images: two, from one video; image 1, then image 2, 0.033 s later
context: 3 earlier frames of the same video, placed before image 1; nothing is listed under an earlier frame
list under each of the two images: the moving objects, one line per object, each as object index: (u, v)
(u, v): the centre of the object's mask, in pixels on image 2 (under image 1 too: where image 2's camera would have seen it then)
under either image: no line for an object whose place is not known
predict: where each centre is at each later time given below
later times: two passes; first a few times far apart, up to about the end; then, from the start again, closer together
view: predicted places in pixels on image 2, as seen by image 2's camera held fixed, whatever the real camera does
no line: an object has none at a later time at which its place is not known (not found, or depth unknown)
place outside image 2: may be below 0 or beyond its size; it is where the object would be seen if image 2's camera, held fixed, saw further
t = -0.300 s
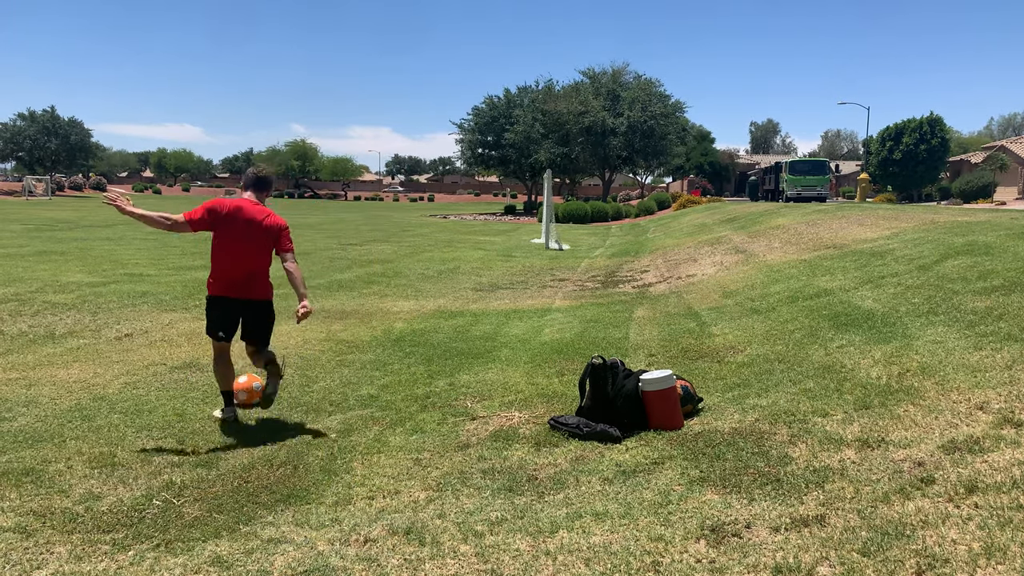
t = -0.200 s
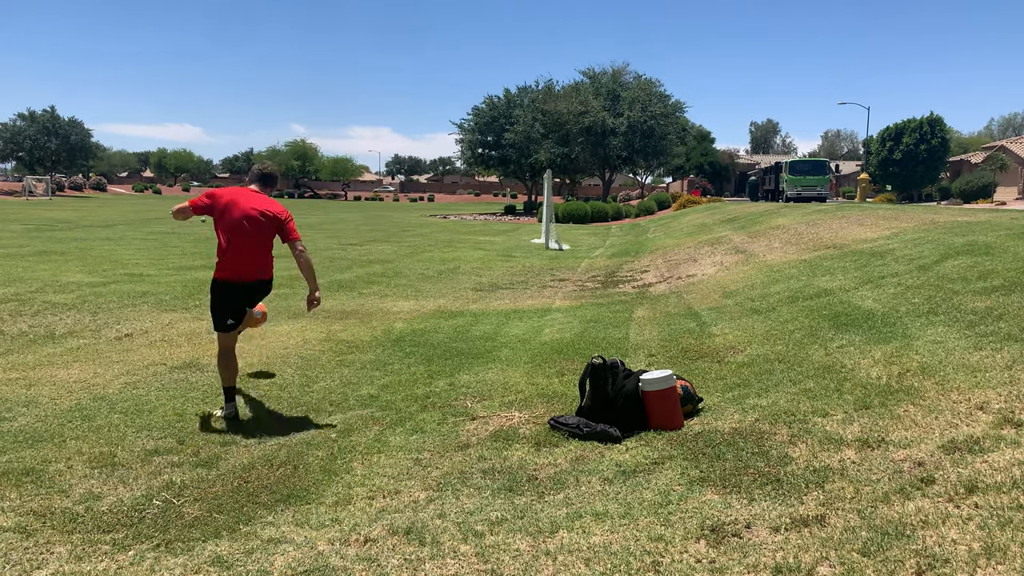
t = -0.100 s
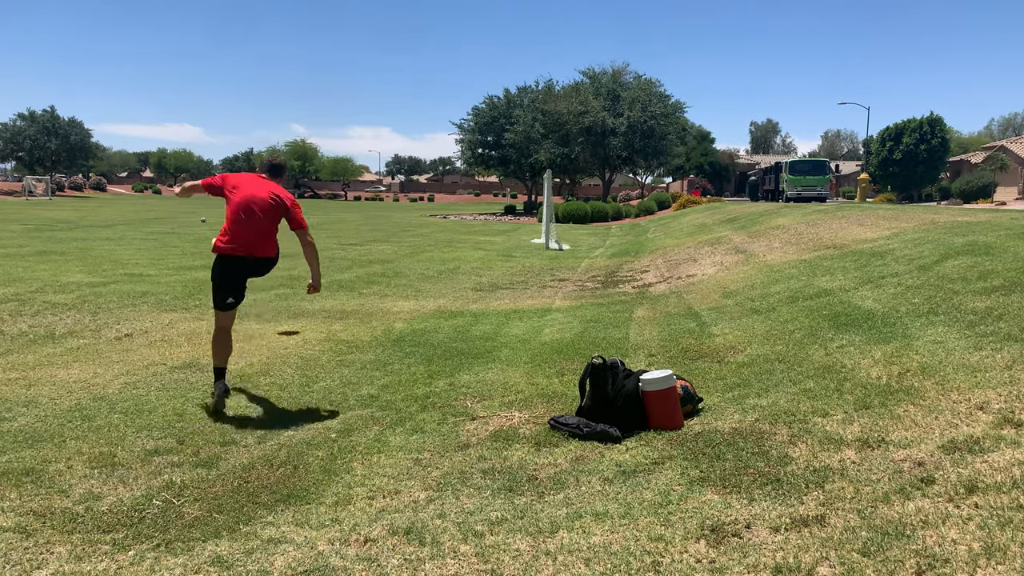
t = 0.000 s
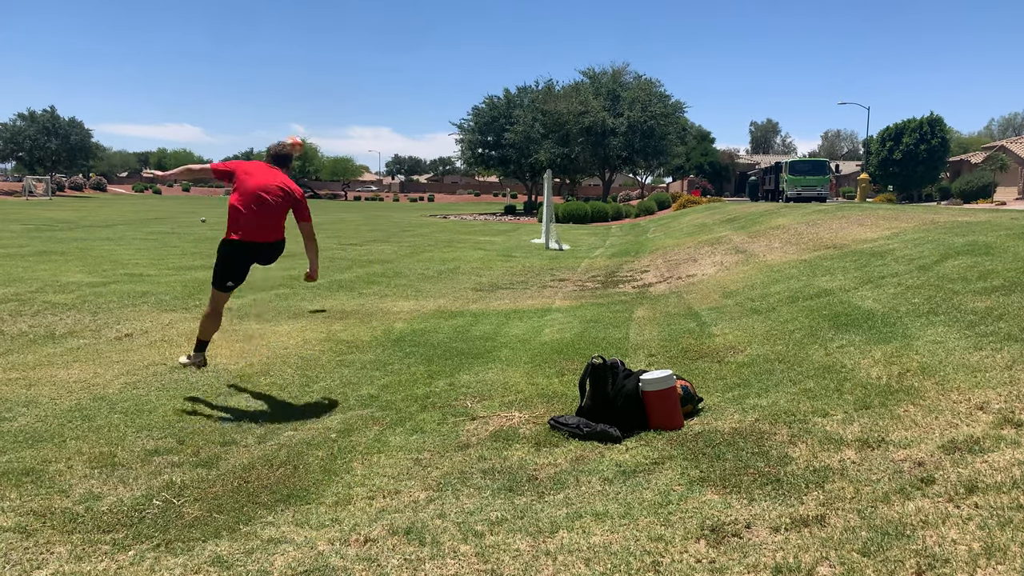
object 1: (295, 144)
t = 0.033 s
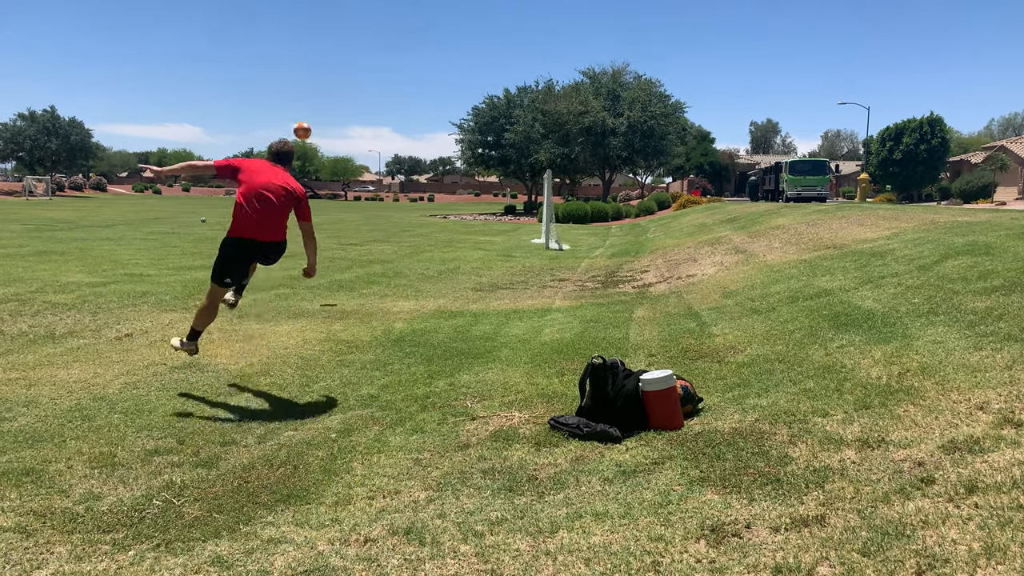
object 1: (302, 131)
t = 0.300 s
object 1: (366, 62)
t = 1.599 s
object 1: (593, 225)
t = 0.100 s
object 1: (318, 106)
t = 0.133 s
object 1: (326, 96)
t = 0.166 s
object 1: (334, 87)
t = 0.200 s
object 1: (342, 79)
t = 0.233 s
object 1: (350, 73)
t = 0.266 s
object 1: (358, 67)
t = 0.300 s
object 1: (366, 62)
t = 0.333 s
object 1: (374, 58)
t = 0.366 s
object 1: (381, 54)
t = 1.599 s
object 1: (593, 225)
